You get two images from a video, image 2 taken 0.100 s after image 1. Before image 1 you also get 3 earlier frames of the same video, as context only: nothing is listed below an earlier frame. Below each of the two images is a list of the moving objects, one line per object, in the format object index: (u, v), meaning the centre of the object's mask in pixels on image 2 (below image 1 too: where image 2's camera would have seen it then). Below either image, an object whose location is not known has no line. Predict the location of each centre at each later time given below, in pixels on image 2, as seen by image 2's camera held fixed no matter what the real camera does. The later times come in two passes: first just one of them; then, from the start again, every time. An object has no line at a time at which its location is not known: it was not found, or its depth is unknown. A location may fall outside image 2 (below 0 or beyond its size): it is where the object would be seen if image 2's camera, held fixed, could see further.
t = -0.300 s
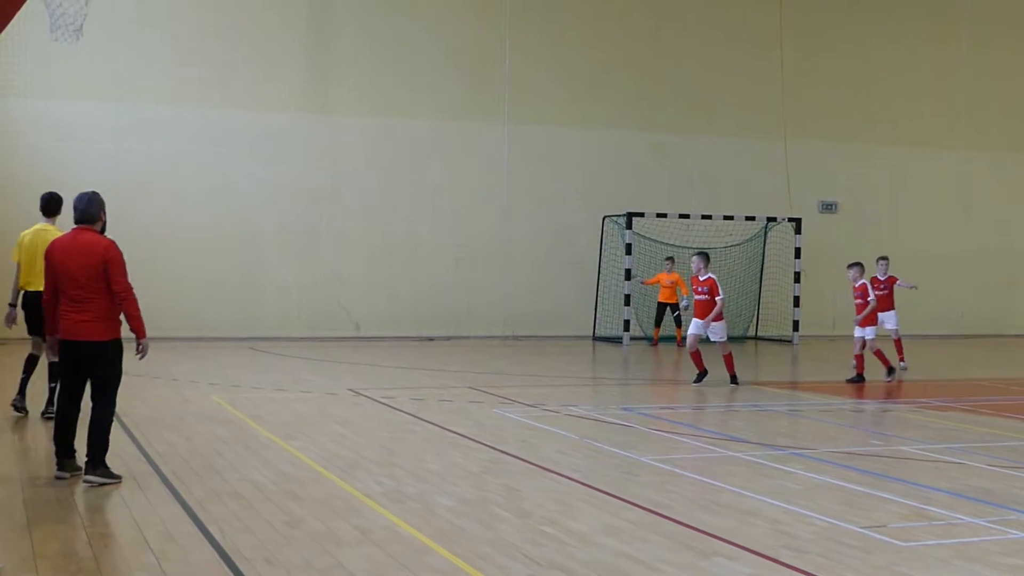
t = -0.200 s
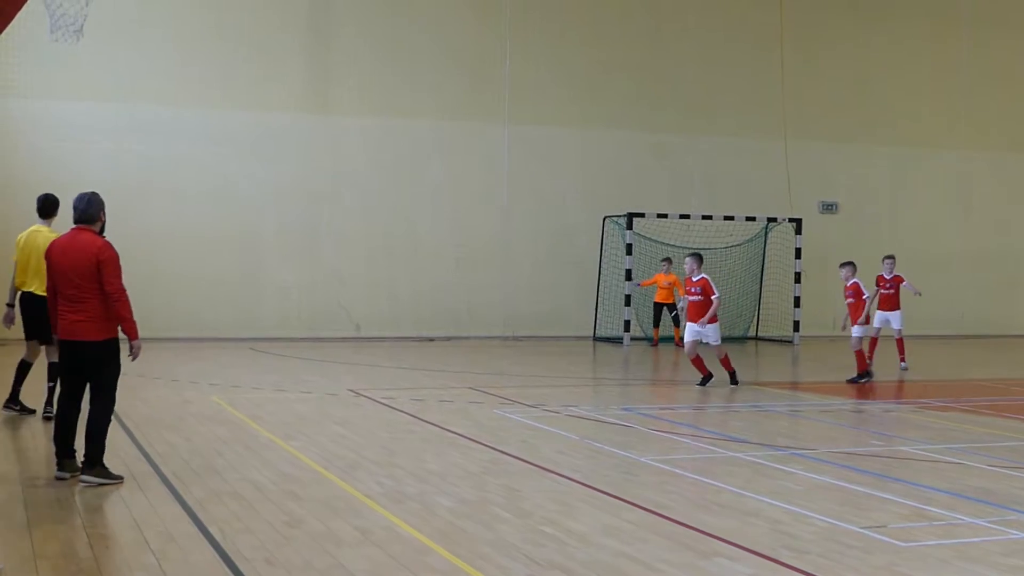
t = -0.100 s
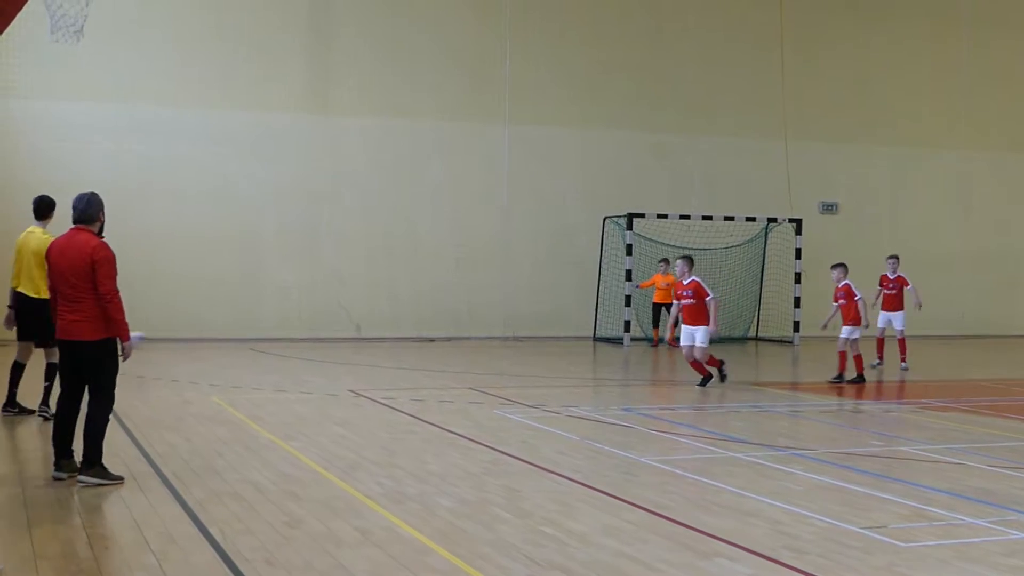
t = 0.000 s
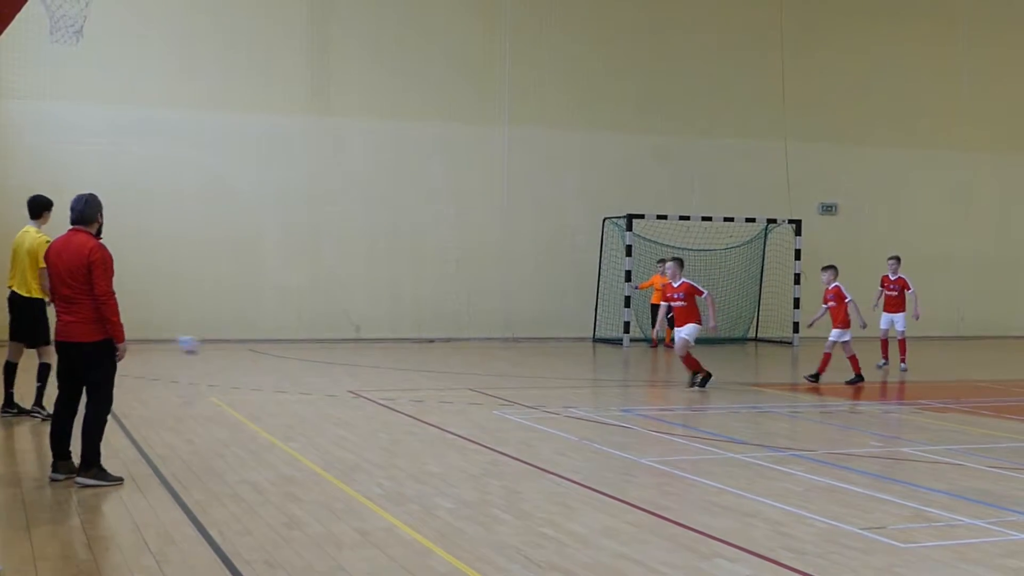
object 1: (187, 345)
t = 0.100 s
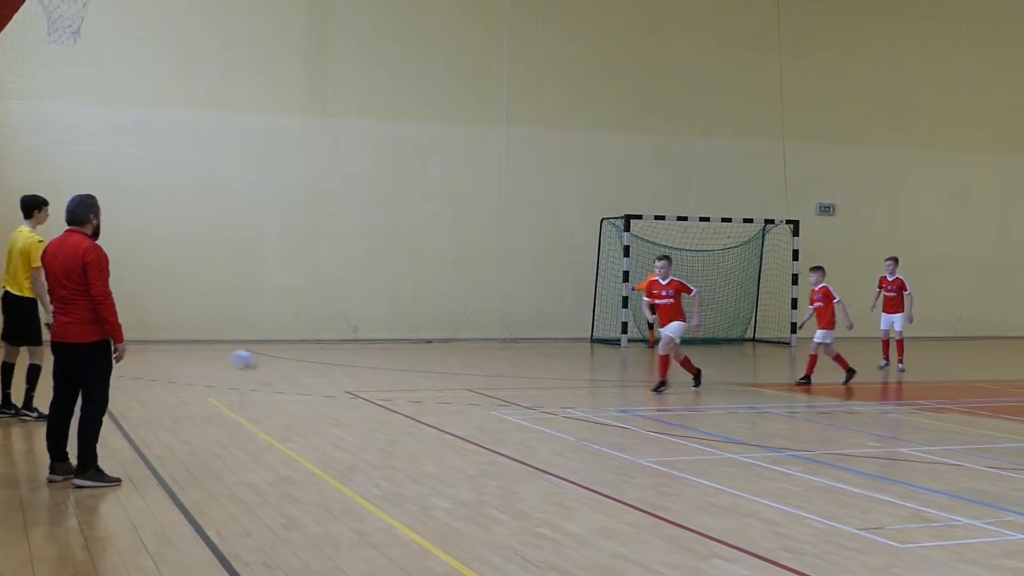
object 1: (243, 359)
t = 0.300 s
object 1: (370, 382)
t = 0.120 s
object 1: (256, 363)
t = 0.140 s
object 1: (268, 368)
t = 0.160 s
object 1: (281, 372)
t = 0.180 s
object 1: (295, 377)
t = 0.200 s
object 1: (309, 383)
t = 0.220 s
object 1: (321, 386)
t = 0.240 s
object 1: (332, 385)
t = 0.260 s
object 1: (345, 384)
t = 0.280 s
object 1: (358, 383)
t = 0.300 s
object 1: (370, 382)
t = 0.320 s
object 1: (382, 383)
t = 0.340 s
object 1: (395, 383)
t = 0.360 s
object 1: (409, 384)
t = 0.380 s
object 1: (424, 386)
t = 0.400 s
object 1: (439, 389)
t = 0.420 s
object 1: (452, 392)
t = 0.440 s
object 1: (466, 395)
